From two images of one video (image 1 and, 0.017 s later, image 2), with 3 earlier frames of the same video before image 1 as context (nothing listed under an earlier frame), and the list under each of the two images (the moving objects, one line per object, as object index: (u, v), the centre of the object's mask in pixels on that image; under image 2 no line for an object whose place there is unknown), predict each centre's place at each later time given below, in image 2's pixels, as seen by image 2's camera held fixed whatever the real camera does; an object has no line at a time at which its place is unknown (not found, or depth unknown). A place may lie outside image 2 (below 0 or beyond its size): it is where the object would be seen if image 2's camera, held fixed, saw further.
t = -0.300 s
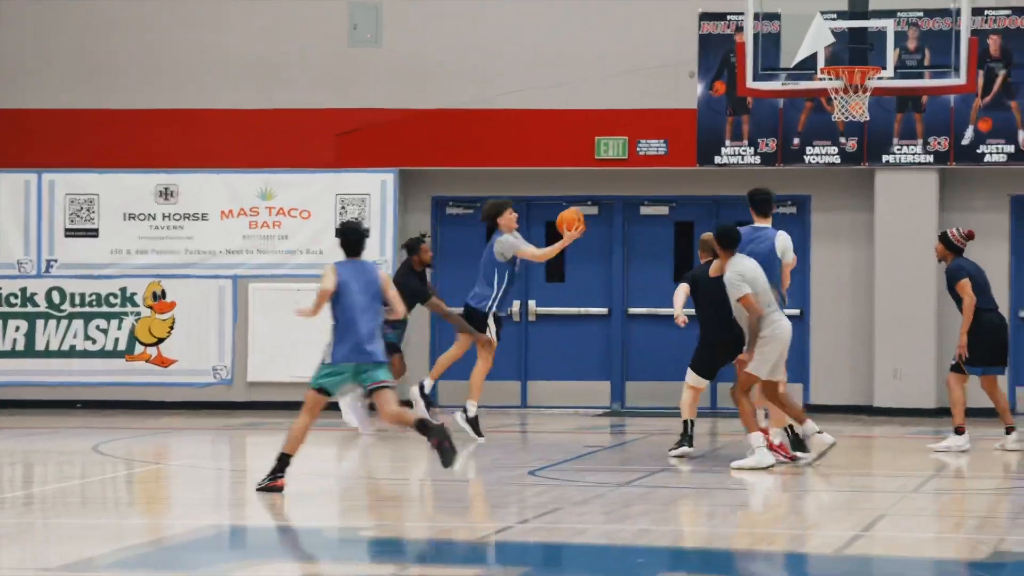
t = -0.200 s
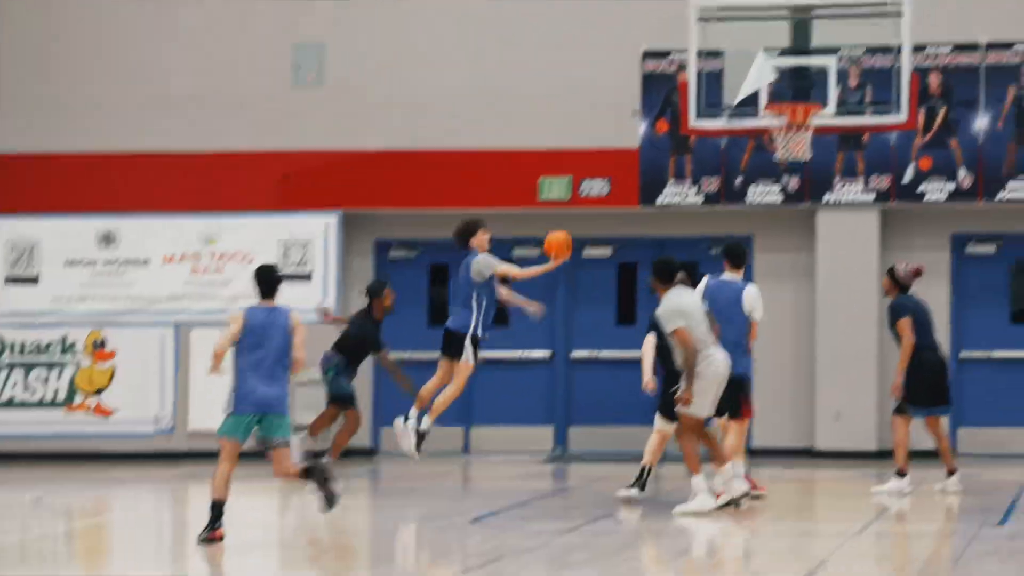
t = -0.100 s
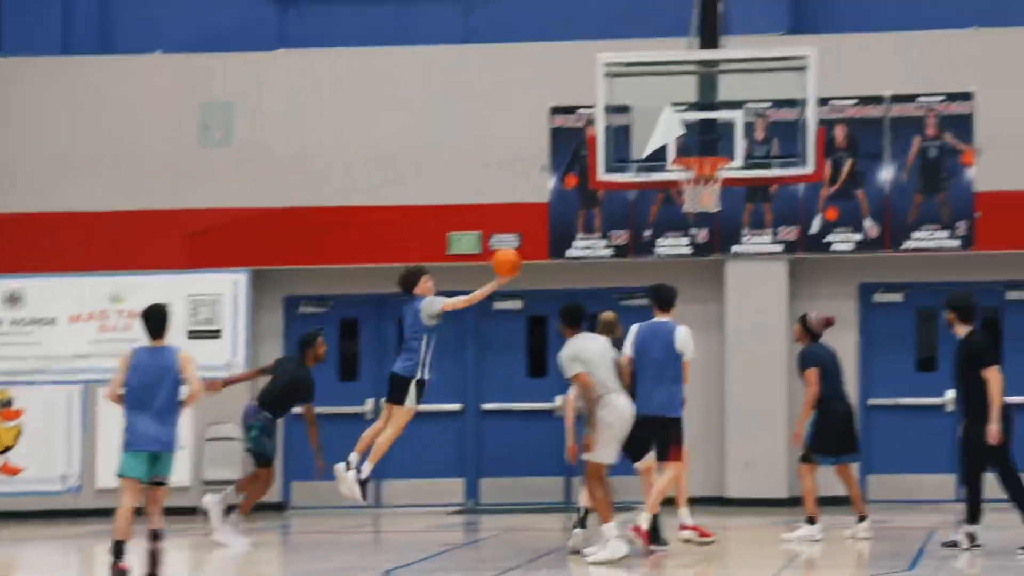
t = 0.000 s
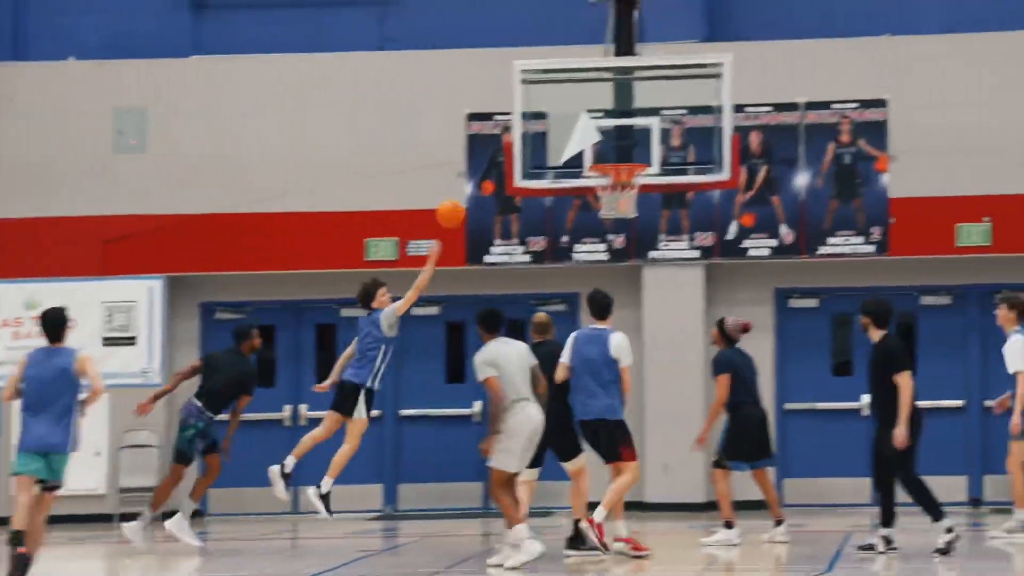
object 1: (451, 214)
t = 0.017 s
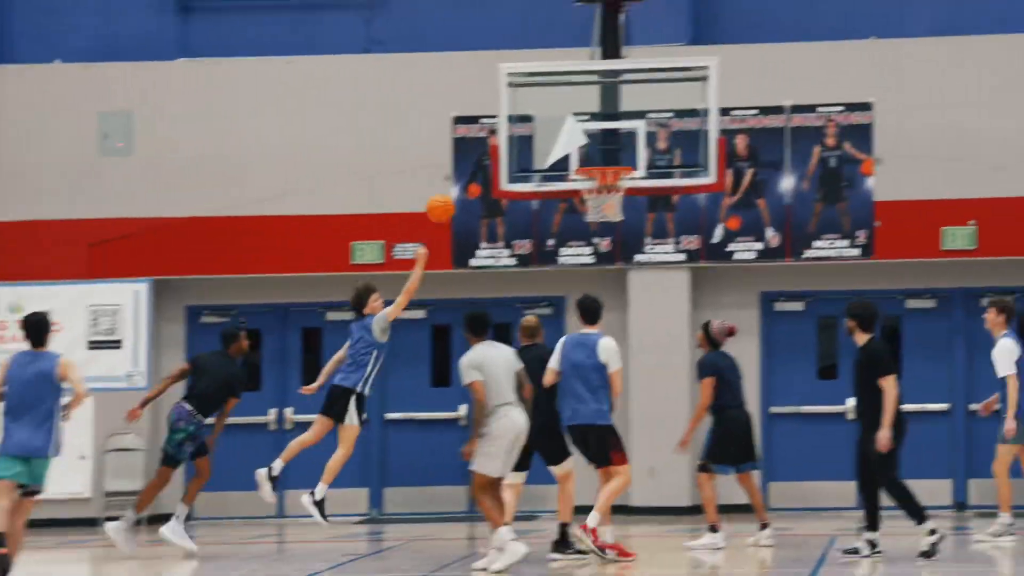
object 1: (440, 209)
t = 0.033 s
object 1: (446, 202)
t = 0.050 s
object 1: (450, 193)
